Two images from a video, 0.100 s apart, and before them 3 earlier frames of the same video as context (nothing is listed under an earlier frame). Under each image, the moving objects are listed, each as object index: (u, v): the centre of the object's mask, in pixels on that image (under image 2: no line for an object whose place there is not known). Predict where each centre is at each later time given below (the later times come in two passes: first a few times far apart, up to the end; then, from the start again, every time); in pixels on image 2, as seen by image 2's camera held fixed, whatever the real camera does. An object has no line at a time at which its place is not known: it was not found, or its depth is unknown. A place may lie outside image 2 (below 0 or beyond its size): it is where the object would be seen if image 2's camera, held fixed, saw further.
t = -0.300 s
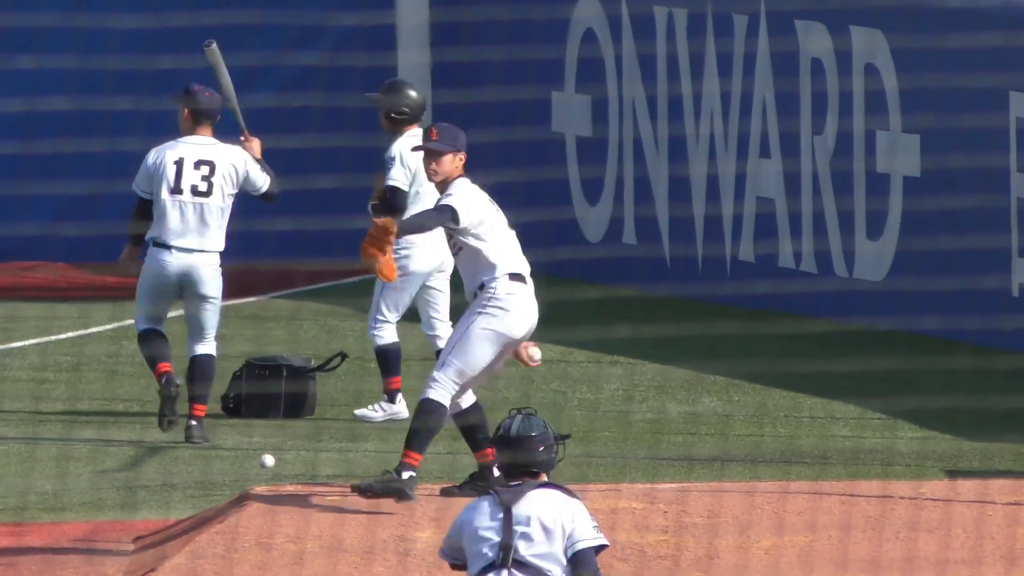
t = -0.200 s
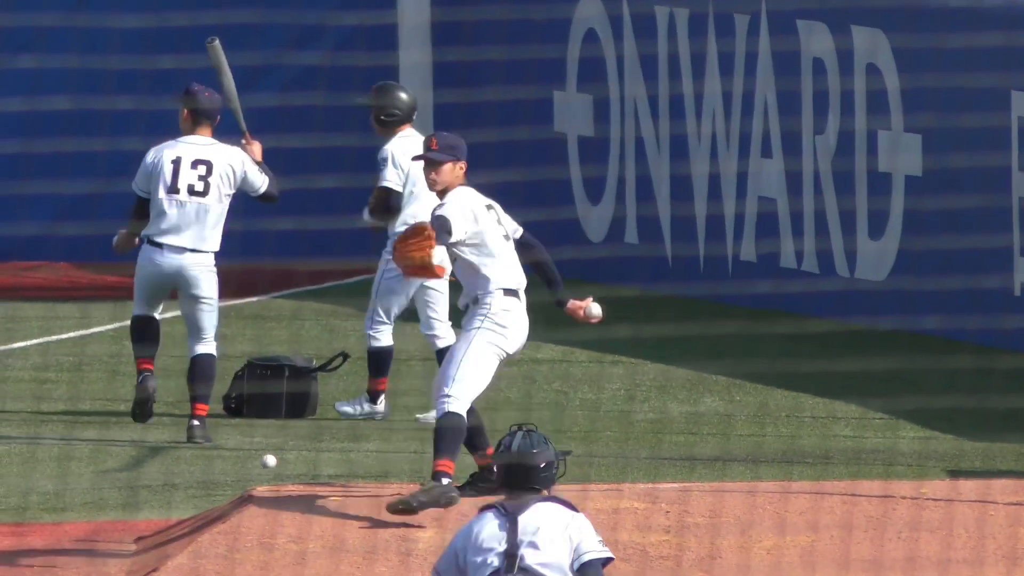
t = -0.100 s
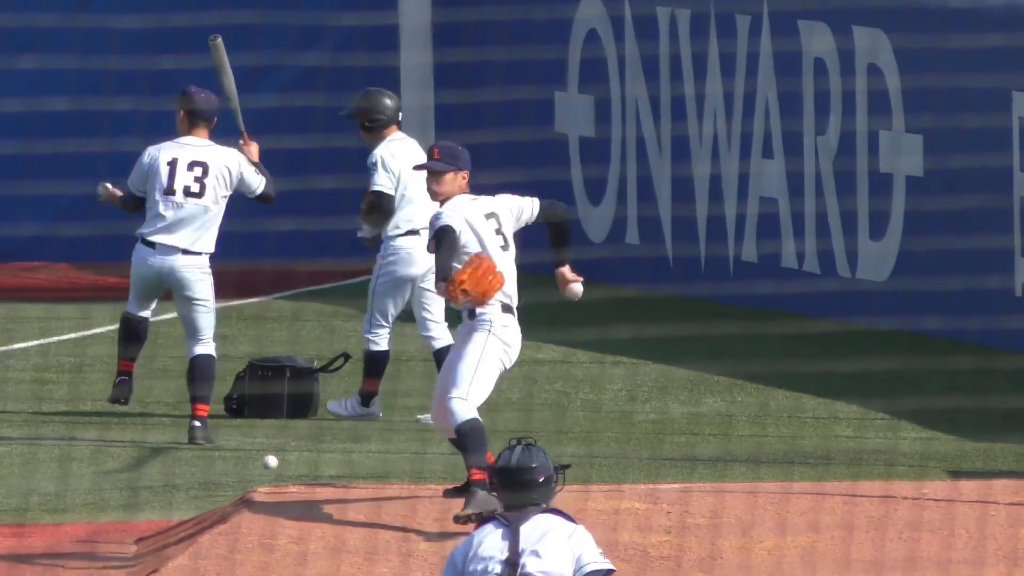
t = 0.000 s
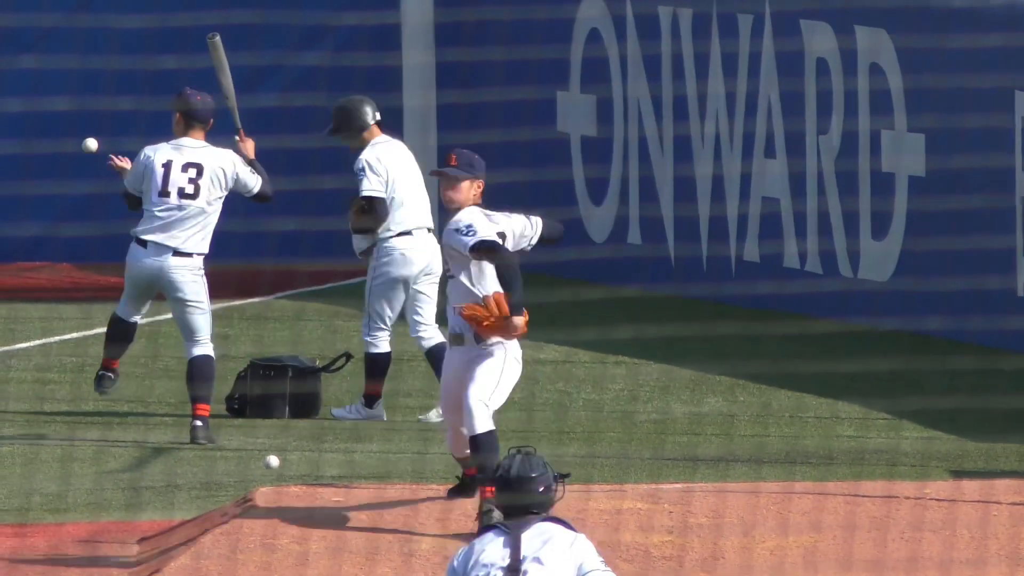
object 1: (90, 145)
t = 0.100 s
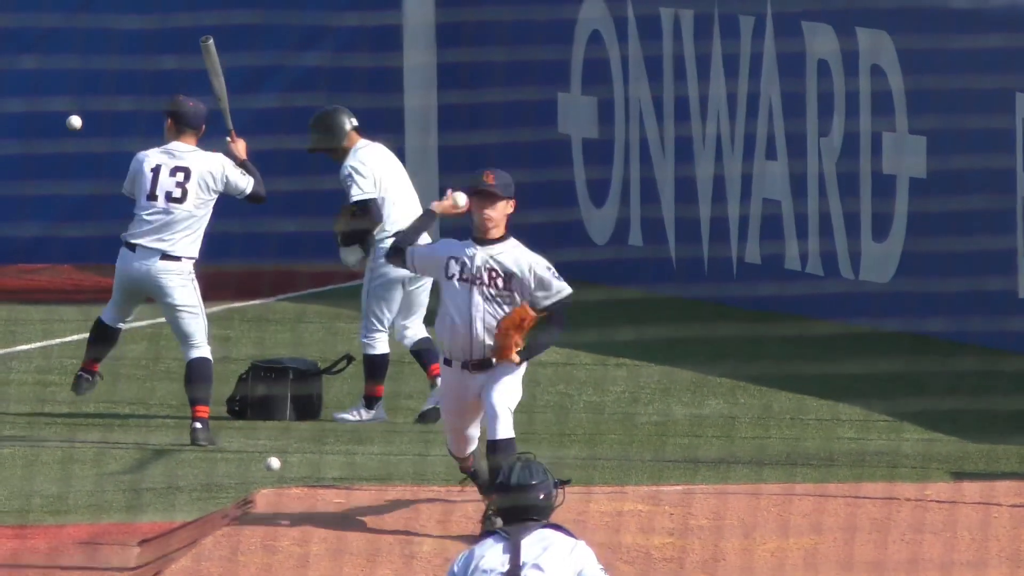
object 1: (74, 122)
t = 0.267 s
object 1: (47, 127)
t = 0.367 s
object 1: (31, 157)
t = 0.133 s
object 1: (68, 119)
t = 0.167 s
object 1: (62, 118)
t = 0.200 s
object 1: (57, 118)
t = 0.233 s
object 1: (51, 122)
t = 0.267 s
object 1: (47, 127)
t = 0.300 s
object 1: (41, 135)
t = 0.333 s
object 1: (36, 144)
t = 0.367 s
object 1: (31, 157)
